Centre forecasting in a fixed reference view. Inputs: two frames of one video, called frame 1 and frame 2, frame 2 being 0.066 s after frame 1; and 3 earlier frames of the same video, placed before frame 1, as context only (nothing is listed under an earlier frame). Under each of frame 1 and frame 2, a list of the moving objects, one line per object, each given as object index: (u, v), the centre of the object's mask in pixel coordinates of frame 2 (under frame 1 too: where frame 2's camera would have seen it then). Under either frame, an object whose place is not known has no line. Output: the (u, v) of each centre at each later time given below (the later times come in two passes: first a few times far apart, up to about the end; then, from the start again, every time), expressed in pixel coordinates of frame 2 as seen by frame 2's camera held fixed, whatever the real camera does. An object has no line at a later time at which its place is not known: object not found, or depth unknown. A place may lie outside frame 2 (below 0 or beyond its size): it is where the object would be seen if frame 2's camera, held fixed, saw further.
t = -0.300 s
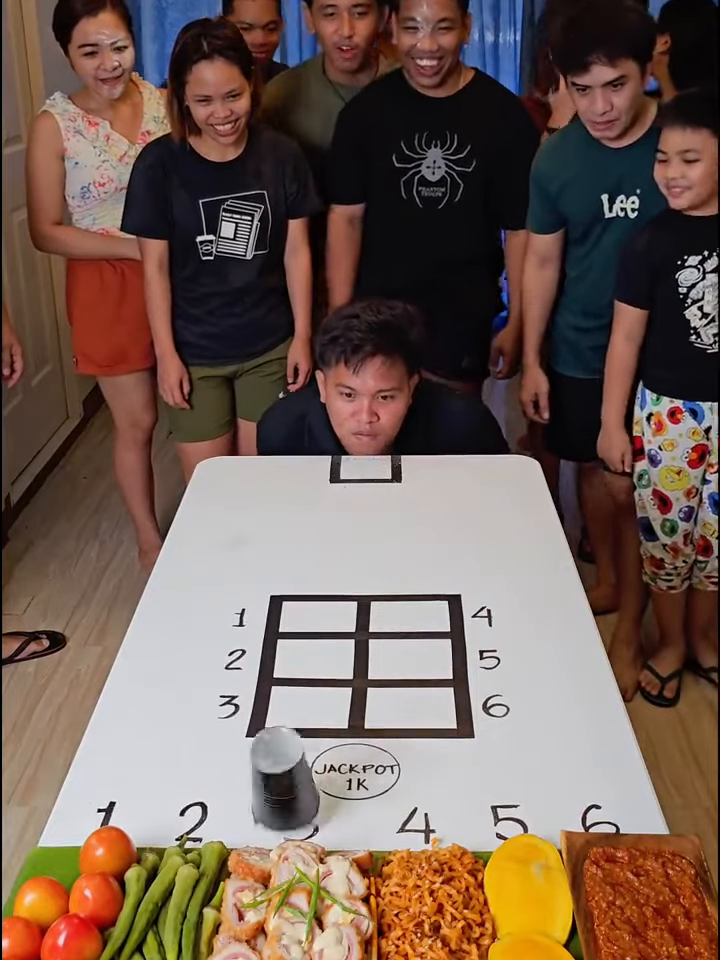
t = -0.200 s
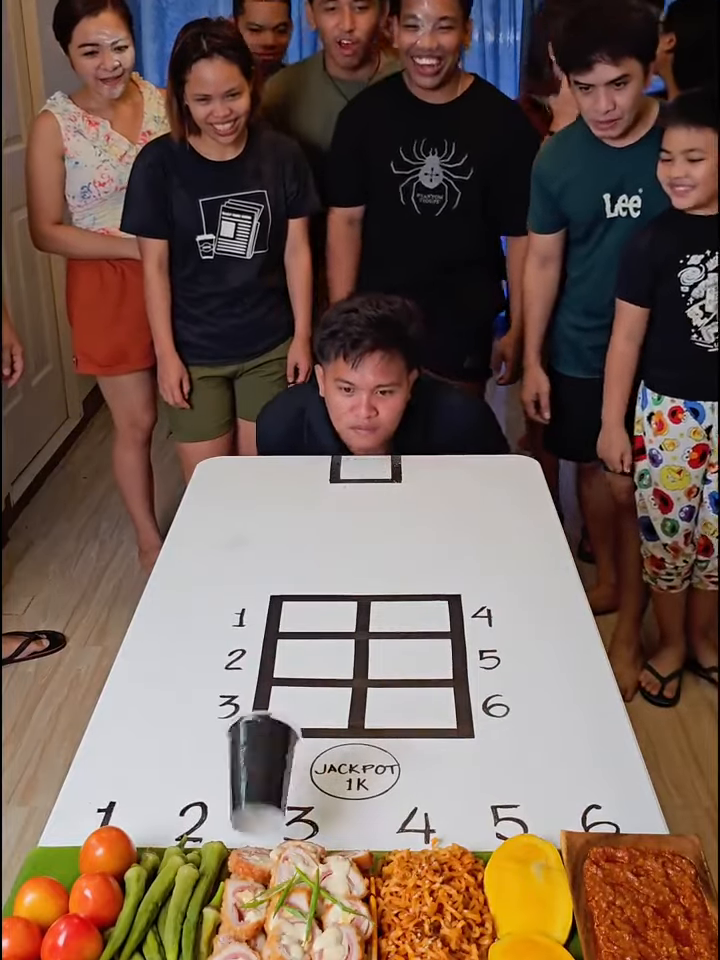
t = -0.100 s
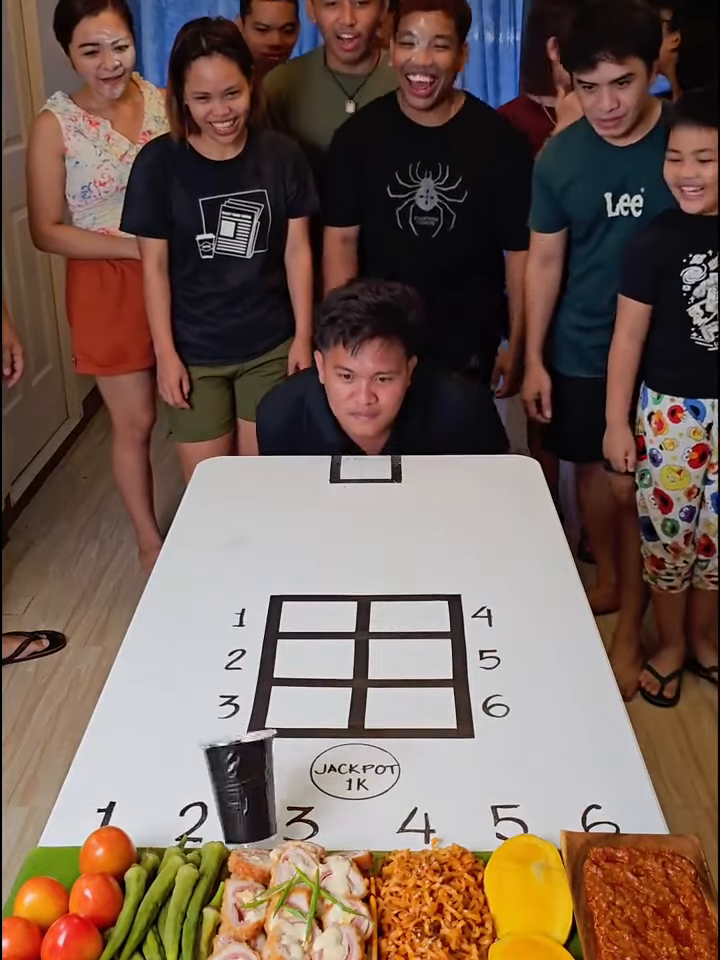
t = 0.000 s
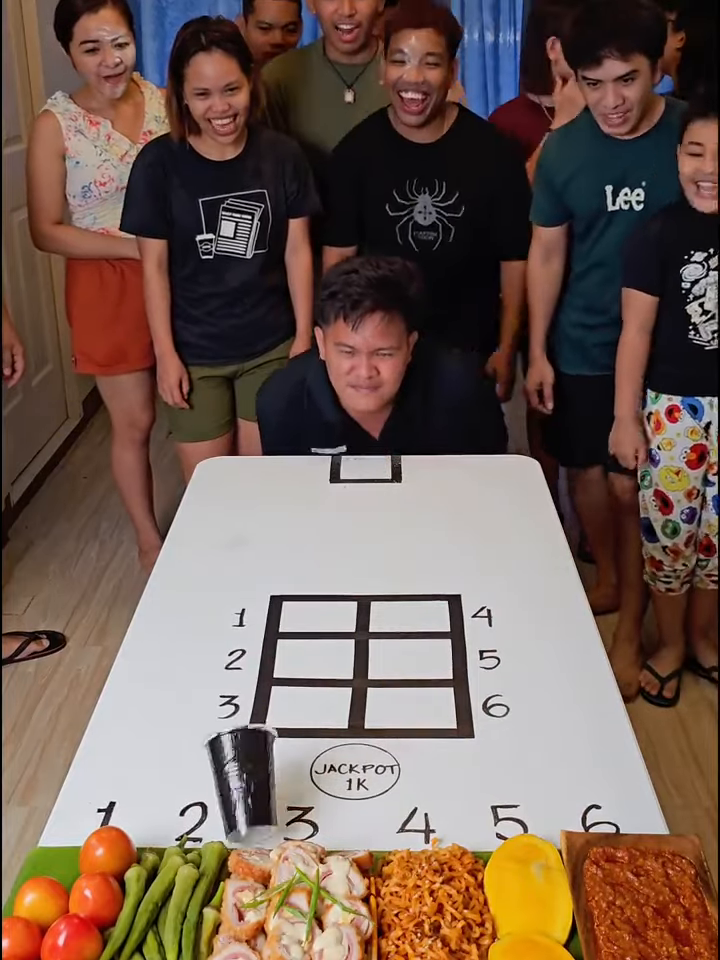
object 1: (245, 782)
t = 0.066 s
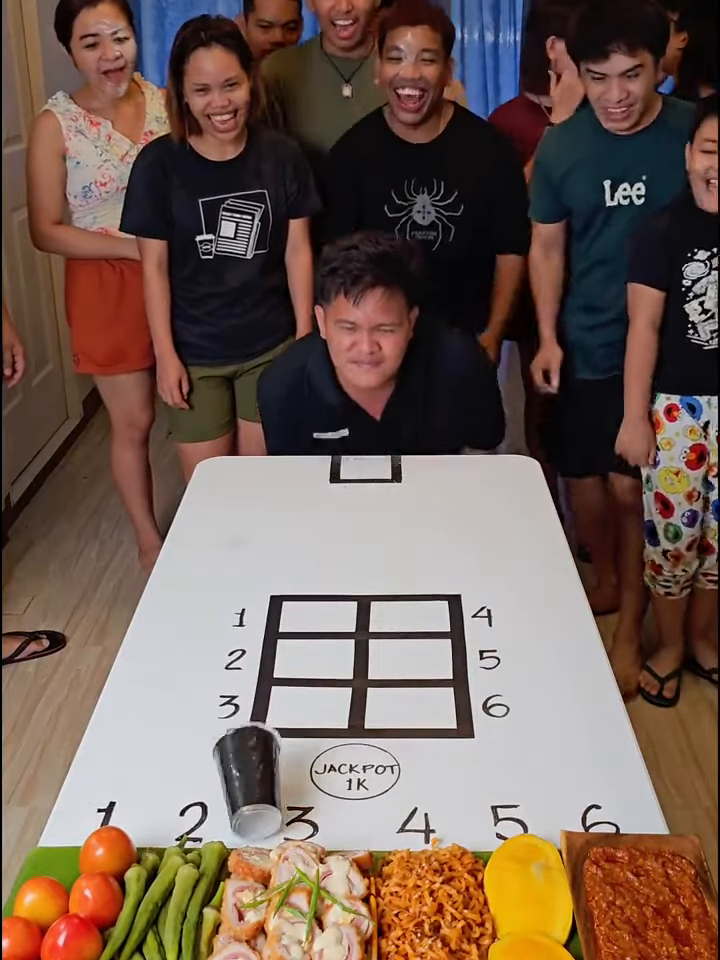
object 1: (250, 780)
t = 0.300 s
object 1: (258, 760)
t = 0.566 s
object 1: (252, 761)
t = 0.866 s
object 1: (224, 766)
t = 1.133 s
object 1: (173, 782)
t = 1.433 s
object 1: (136, 795)
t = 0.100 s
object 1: (252, 771)
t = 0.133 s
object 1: (254, 768)
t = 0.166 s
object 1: (256, 768)
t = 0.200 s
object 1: (256, 763)
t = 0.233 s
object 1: (257, 762)
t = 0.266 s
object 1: (258, 761)
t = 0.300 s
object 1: (258, 760)
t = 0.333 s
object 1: (258, 760)
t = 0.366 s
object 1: (258, 760)
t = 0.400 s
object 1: (257, 760)
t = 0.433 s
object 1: (257, 760)
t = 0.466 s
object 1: (256, 760)
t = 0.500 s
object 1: (255, 761)
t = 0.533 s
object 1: (253, 761)
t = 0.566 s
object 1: (252, 761)
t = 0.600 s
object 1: (250, 761)
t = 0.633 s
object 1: (248, 761)
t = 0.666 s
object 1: (246, 761)
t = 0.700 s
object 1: (244, 762)
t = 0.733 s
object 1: (241, 762)
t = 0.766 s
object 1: (237, 762)
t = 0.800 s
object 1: (234, 763)
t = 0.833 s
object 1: (229, 765)
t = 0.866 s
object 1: (224, 766)
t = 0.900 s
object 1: (218, 768)
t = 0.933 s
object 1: (213, 769)
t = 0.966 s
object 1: (207, 771)
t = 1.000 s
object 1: (200, 773)
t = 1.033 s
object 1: (193, 775)
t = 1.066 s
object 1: (186, 777)
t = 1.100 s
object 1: (180, 779)
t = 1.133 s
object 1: (173, 782)
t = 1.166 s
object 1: (166, 784)
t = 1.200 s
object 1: (159, 787)
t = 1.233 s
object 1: (154, 790)
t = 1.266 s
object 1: (148, 792)
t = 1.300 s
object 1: (144, 793)
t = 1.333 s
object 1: (139, 794)
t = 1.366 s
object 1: (138, 794)
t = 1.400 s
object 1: (137, 795)
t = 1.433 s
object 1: (136, 795)
